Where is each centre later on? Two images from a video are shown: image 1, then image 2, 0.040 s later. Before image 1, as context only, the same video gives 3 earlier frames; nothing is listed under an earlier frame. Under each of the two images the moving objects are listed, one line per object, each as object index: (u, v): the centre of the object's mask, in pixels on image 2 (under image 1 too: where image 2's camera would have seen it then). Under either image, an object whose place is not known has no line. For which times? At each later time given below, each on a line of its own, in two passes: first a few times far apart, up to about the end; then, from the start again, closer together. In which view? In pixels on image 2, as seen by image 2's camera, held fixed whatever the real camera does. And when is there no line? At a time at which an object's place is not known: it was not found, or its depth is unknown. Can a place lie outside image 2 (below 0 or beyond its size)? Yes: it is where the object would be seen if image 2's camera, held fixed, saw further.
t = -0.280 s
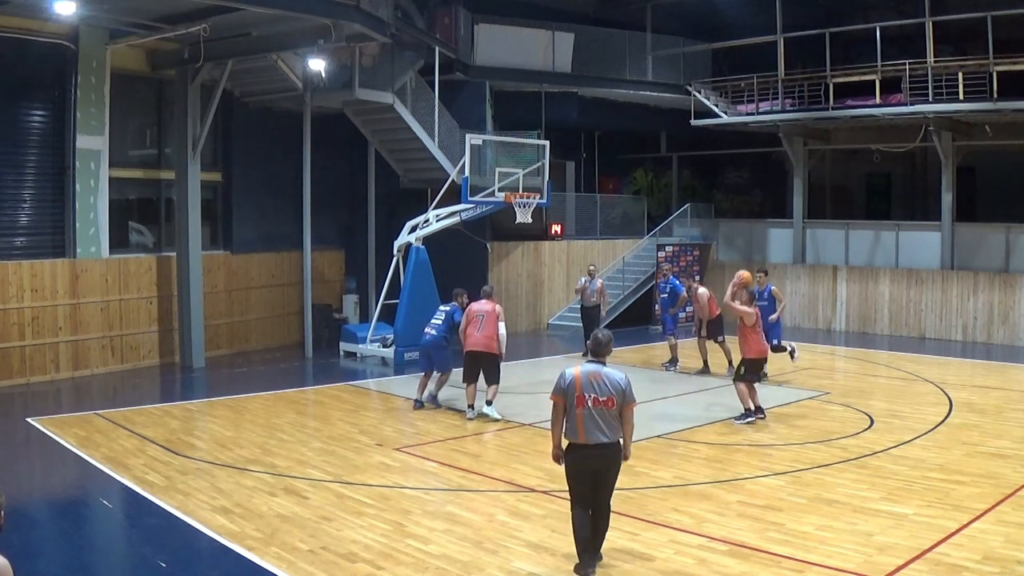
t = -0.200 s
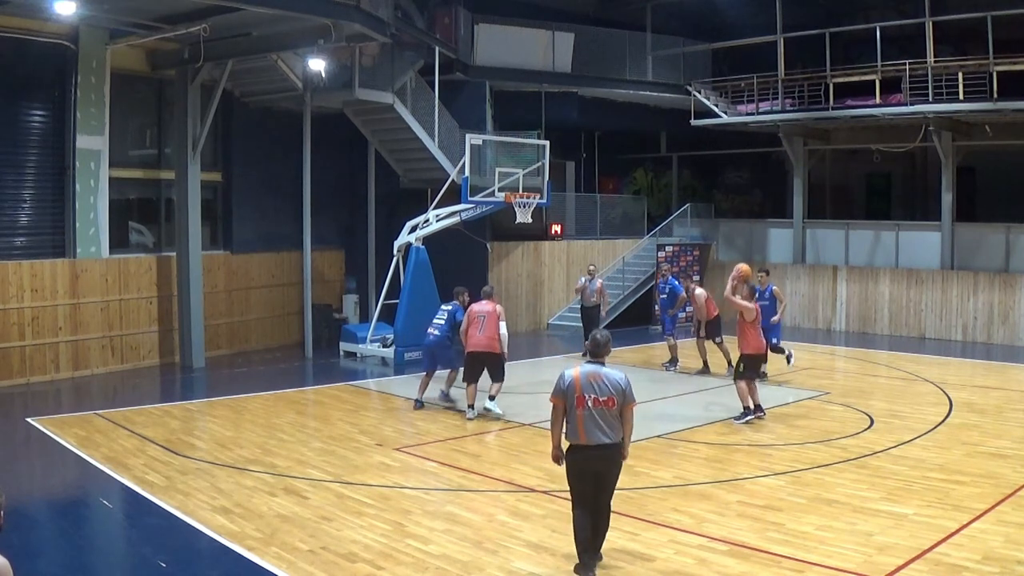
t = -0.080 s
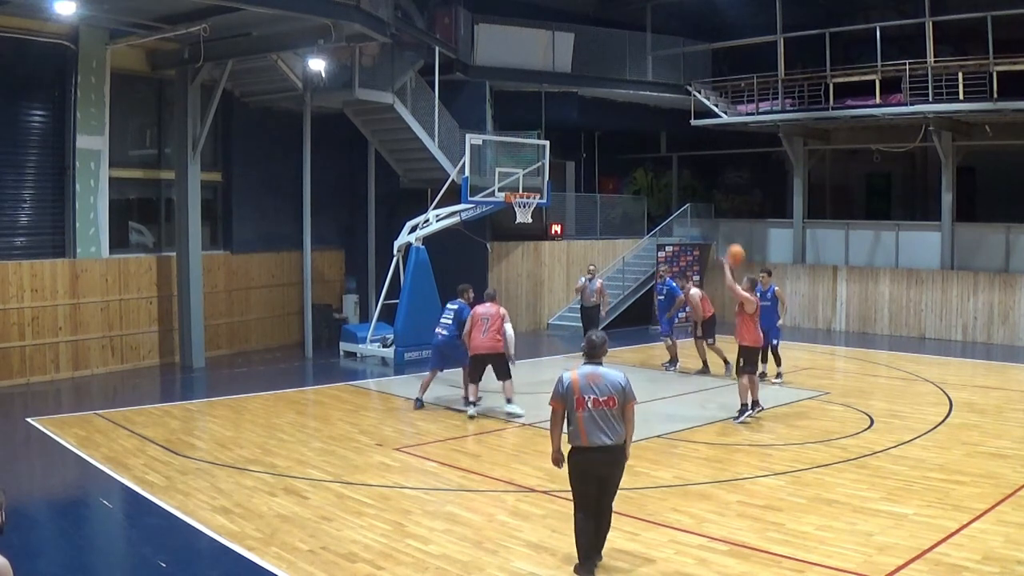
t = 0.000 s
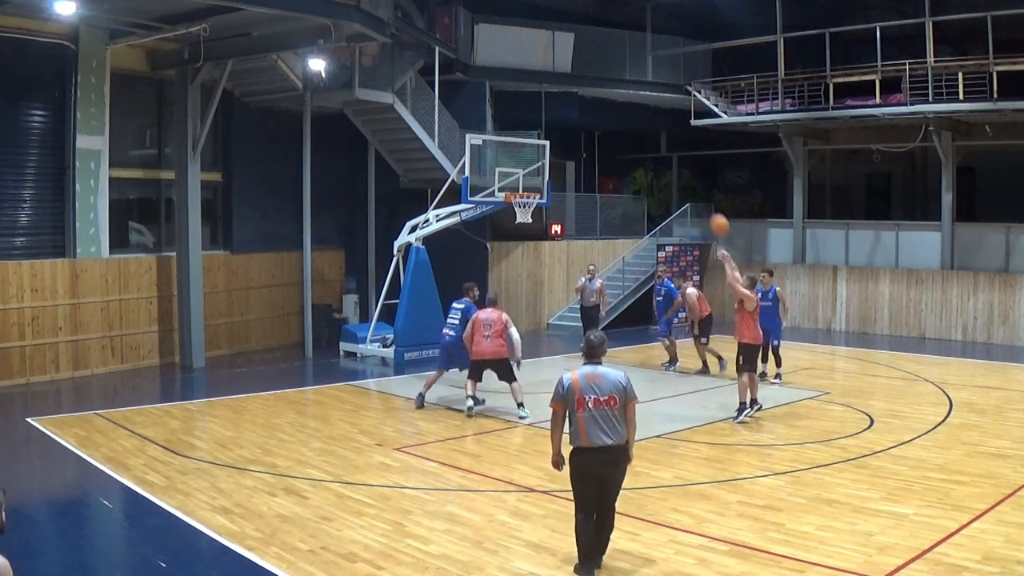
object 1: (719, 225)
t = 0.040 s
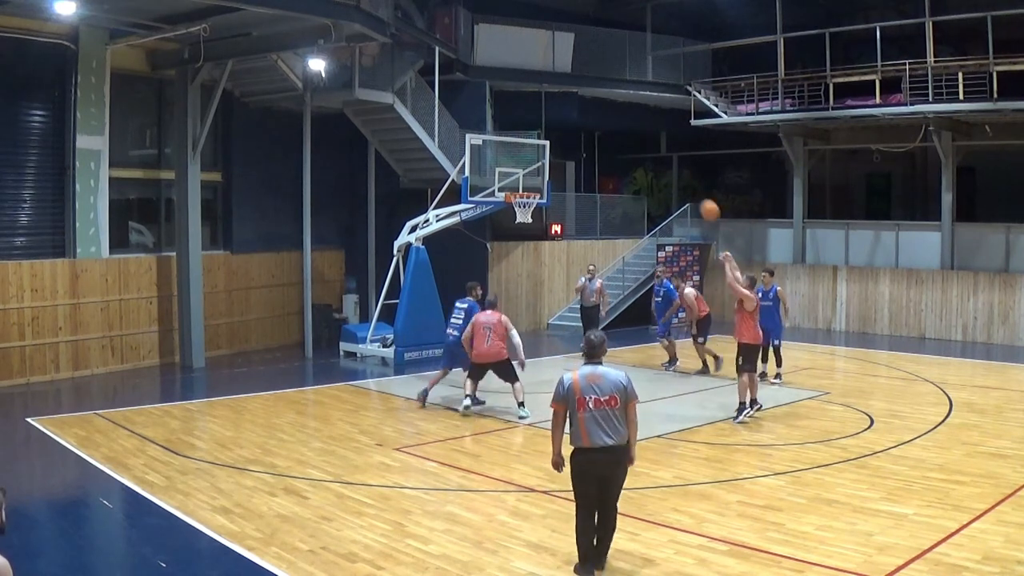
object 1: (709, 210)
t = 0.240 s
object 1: (662, 157)
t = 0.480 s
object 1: (610, 134)
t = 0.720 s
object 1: (564, 149)
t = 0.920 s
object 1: (530, 185)
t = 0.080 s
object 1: (700, 197)
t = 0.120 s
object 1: (690, 185)
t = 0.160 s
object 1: (680, 175)
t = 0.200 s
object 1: (671, 166)
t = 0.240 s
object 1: (662, 157)
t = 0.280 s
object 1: (652, 151)
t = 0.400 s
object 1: (626, 138)
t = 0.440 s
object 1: (618, 135)
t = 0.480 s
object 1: (610, 134)
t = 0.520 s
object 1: (602, 134)
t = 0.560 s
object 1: (594, 136)
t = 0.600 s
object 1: (586, 137)
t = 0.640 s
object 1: (579, 140)
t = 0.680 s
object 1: (571, 144)
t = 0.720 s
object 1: (564, 149)
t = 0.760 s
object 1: (558, 154)
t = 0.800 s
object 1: (551, 161)
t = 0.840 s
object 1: (544, 168)
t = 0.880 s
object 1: (536, 175)
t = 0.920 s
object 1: (530, 185)
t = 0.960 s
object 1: (524, 190)
